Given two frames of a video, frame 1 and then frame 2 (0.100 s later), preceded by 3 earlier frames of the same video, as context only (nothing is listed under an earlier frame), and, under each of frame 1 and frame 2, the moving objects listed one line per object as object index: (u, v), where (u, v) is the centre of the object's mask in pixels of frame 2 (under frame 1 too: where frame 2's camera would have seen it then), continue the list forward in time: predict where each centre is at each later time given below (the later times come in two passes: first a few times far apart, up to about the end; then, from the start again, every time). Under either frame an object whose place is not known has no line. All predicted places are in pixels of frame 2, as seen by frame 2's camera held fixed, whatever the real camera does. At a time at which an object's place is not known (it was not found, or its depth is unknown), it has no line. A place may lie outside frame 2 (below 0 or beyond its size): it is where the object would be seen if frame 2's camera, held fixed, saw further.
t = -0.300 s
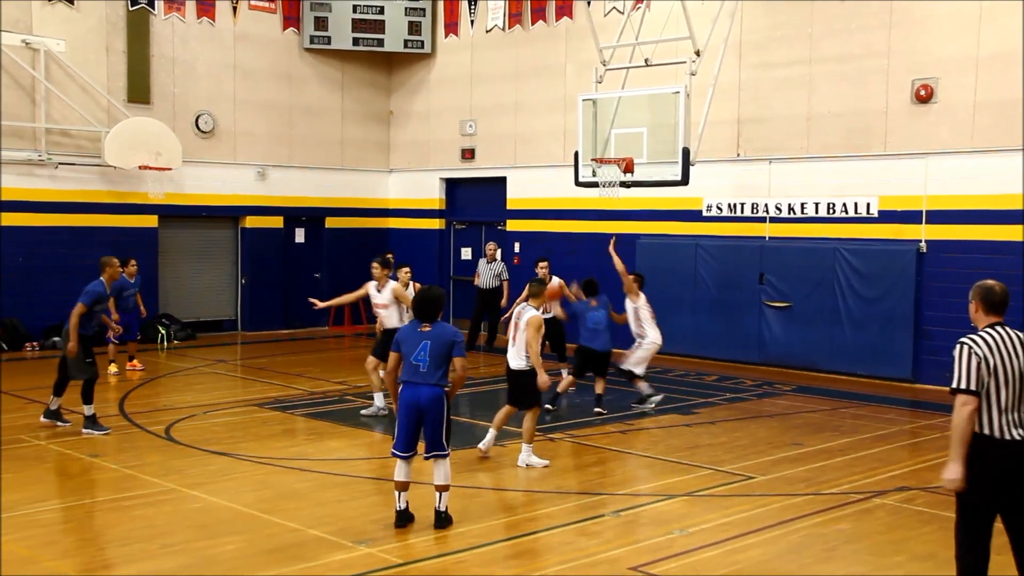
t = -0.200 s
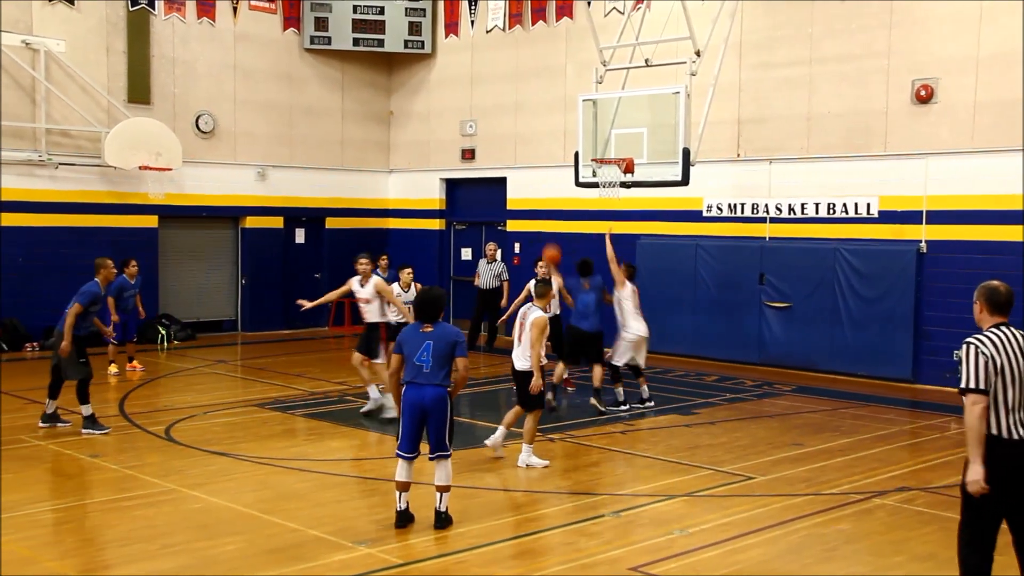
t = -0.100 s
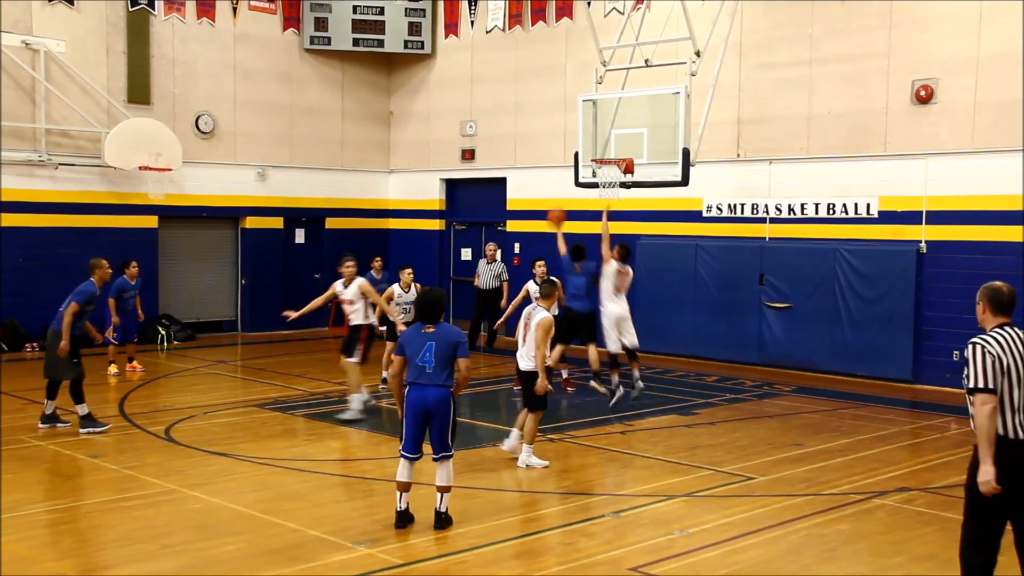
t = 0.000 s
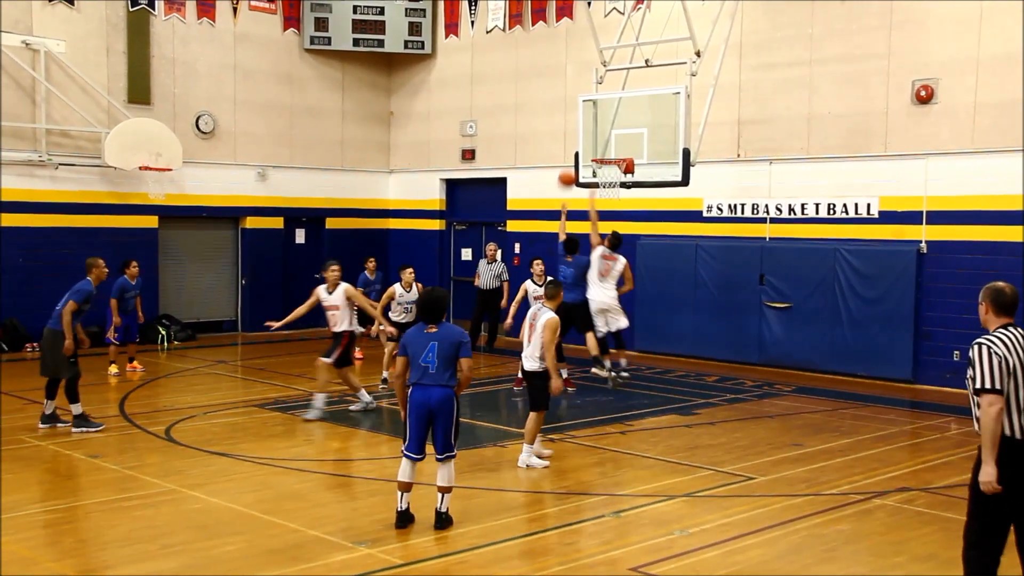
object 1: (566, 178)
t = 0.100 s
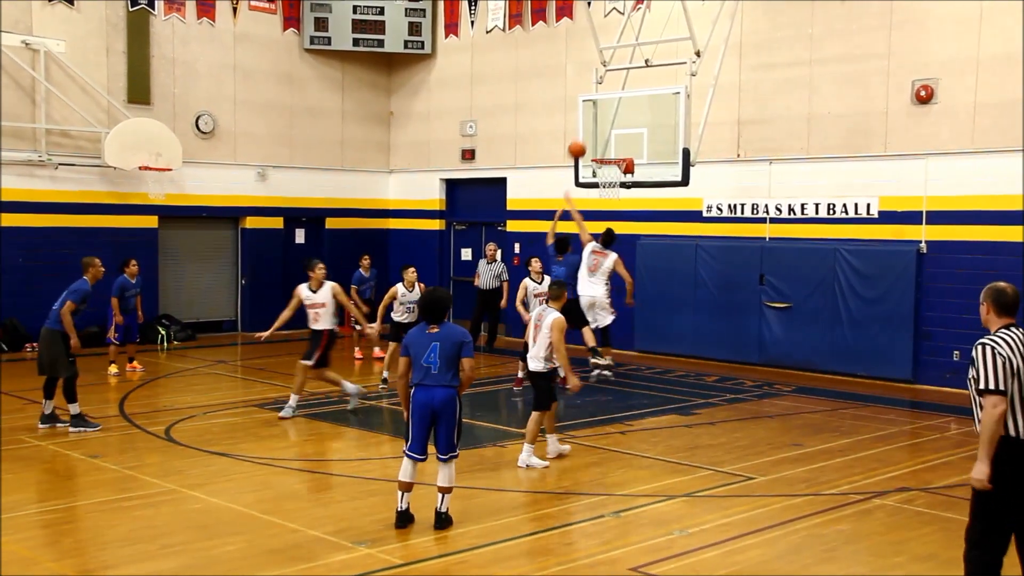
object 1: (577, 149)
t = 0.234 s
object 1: (590, 123)
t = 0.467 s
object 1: (610, 112)
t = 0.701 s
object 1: (613, 135)
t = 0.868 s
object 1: (604, 164)
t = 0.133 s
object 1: (580, 141)
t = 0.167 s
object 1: (583, 135)
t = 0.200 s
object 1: (587, 128)
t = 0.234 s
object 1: (590, 123)
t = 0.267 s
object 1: (593, 119)
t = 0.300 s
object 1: (596, 116)
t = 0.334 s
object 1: (598, 114)
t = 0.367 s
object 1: (602, 112)
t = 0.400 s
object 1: (604, 111)
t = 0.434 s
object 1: (607, 111)
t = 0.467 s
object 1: (610, 112)
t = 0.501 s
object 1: (613, 114)
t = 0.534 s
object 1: (615, 116)
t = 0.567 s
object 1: (618, 120)
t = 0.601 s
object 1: (621, 124)
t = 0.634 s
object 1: (620, 127)
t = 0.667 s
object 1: (616, 131)
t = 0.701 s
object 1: (613, 135)
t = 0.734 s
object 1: (610, 141)
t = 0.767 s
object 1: (607, 146)
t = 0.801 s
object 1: (603, 152)
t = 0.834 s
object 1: (602, 155)
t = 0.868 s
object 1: (604, 164)
